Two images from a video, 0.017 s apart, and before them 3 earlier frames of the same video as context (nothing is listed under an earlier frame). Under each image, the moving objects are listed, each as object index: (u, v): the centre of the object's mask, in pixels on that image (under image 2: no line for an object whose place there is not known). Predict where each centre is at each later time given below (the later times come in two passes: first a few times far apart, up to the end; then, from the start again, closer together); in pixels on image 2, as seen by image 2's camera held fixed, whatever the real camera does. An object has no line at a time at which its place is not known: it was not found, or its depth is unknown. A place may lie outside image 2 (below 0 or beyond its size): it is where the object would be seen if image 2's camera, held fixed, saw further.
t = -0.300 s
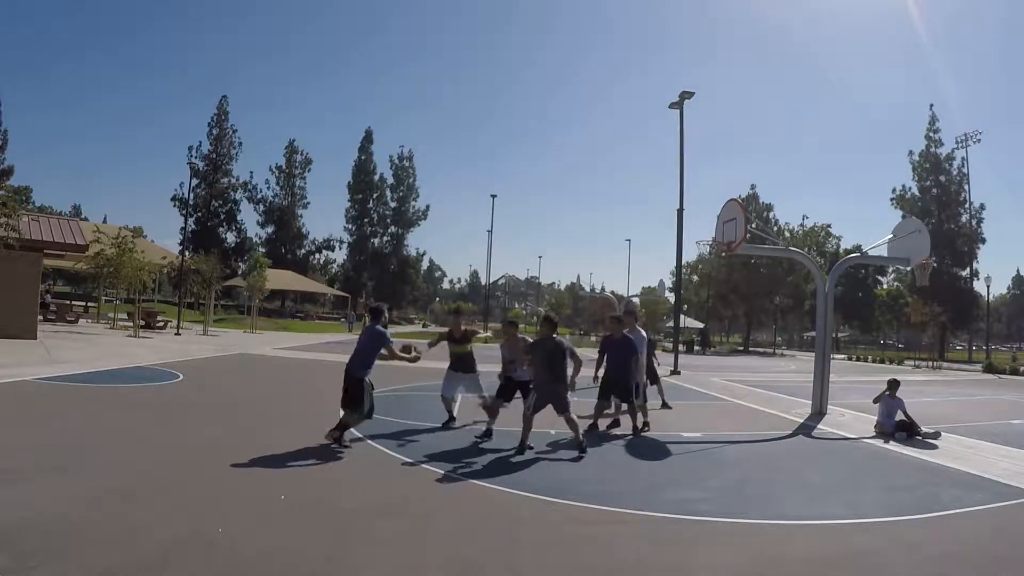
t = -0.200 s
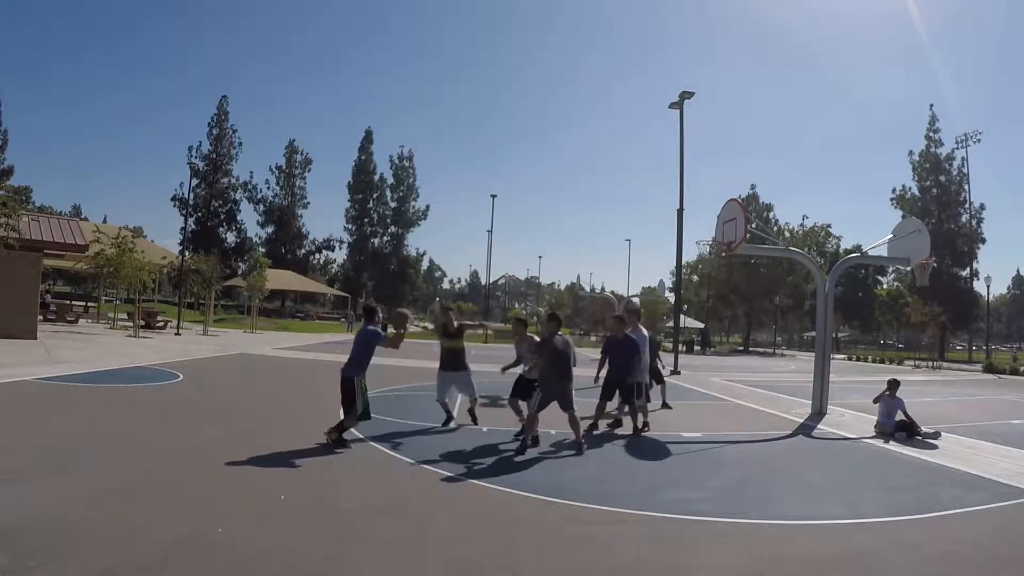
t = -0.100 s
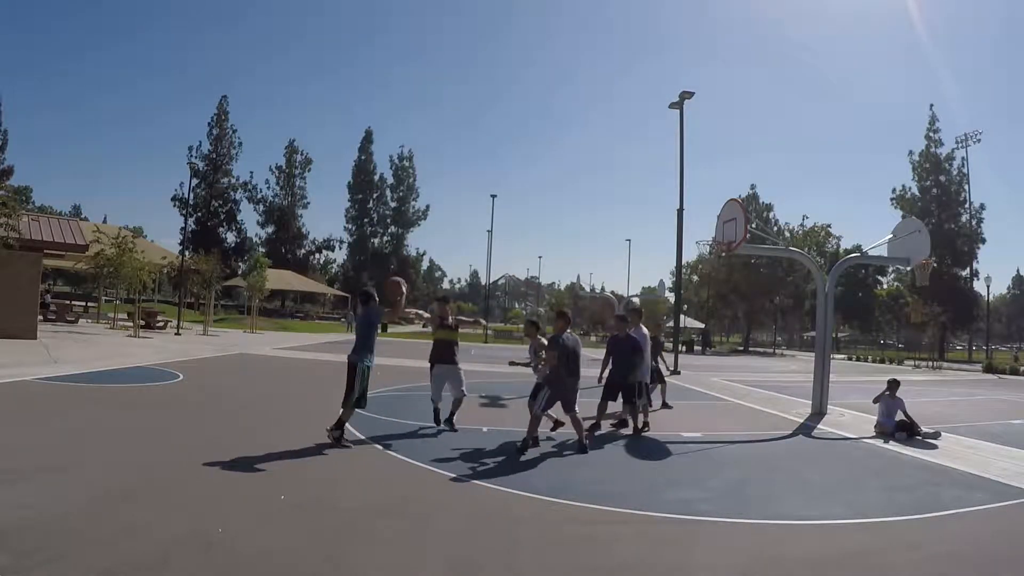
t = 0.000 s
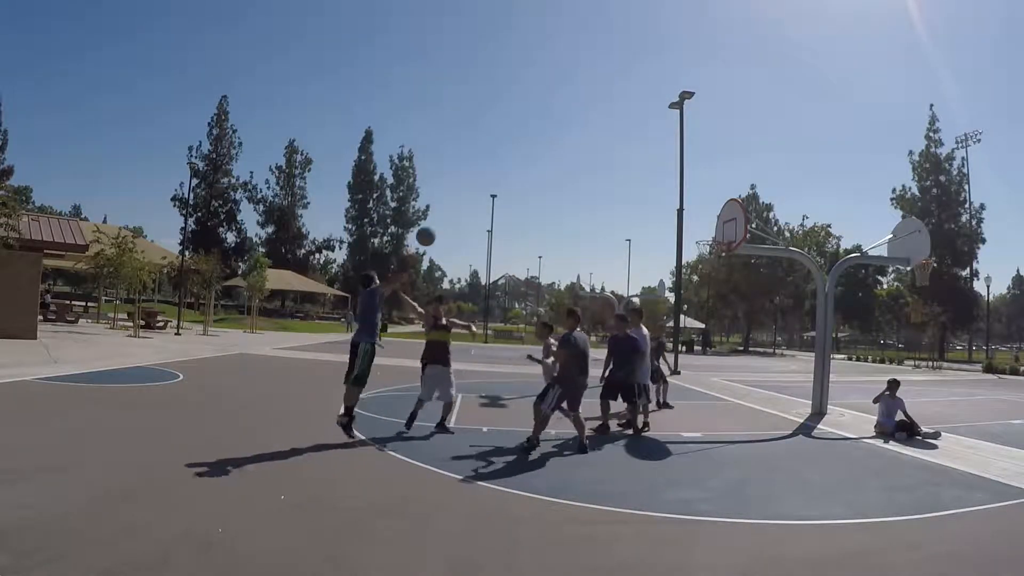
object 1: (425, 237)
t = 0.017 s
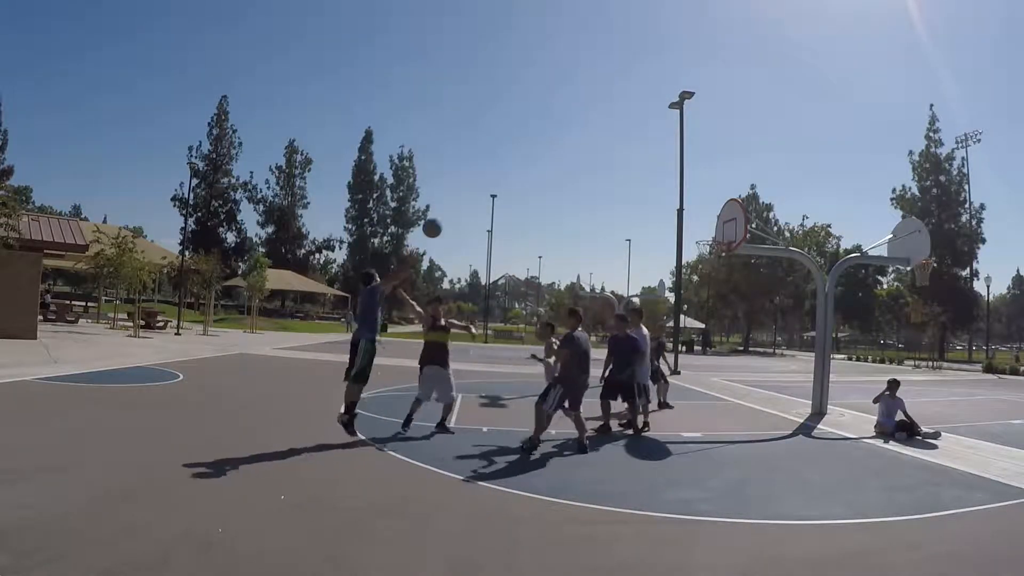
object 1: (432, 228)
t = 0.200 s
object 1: (496, 159)
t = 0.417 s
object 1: (558, 121)
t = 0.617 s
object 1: (605, 117)
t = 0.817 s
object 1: (645, 137)
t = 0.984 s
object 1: (675, 170)
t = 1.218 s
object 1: (711, 236)
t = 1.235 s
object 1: (713, 242)
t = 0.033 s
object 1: (438, 220)
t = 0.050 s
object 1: (444, 213)
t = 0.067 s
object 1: (450, 206)
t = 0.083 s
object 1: (456, 199)
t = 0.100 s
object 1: (462, 192)
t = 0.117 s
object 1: (468, 186)
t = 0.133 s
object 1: (474, 180)
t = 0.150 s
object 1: (479, 174)
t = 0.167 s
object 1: (485, 169)
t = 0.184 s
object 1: (491, 164)
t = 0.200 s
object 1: (496, 159)
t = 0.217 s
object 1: (501, 155)
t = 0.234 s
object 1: (506, 151)
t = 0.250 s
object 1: (511, 147)
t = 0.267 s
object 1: (517, 143)
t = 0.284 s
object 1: (521, 140)
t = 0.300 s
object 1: (526, 137)
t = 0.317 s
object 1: (531, 134)
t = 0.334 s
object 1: (536, 131)
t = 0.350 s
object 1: (540, 129)
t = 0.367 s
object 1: (545, 127)
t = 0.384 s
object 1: (549, 125)
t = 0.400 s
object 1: (554, 123)
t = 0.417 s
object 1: (558, 121)
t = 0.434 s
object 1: (562, 120)
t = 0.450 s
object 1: (567, 118)
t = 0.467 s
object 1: (571, 117)
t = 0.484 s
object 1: (575, 117)
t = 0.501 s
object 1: (579, 116)
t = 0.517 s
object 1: (583, 116)
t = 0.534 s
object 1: (587, 115)
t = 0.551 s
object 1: (591, 115)
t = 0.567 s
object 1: (594, 115)
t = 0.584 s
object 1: (598, 116)
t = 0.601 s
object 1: (602, 116)
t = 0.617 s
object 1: (605, 117)
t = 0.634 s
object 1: (609, 118)
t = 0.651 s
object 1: (612, 119)
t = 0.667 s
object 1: (616, 120)
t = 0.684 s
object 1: (619, 121)
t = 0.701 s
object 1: (623, 123)
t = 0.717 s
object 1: (626, 124)
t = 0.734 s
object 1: (629, 126)
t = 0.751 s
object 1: (633, 128)
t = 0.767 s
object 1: (636, 130)
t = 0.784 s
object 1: (639, 132)
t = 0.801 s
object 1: (642, 135)
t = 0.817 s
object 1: (645, 137)
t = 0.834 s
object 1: (648, 140)
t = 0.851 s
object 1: (652, 143)
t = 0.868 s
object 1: (655, 146)
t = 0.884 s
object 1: (658, 149)
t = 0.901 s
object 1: (660, 152)
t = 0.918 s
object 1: (663, 155)
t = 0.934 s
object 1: (666, 159)
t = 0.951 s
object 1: (669, 162)
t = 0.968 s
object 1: (672, 166)
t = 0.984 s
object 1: (675, 170)
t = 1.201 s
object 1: (708, 231)
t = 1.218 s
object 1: (711, 236)
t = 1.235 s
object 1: (713, 242)
